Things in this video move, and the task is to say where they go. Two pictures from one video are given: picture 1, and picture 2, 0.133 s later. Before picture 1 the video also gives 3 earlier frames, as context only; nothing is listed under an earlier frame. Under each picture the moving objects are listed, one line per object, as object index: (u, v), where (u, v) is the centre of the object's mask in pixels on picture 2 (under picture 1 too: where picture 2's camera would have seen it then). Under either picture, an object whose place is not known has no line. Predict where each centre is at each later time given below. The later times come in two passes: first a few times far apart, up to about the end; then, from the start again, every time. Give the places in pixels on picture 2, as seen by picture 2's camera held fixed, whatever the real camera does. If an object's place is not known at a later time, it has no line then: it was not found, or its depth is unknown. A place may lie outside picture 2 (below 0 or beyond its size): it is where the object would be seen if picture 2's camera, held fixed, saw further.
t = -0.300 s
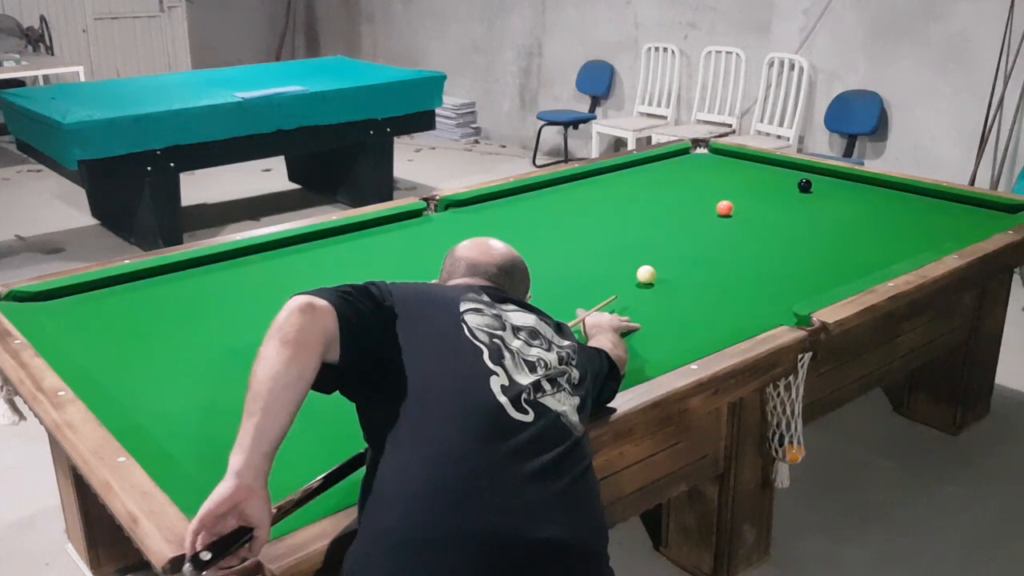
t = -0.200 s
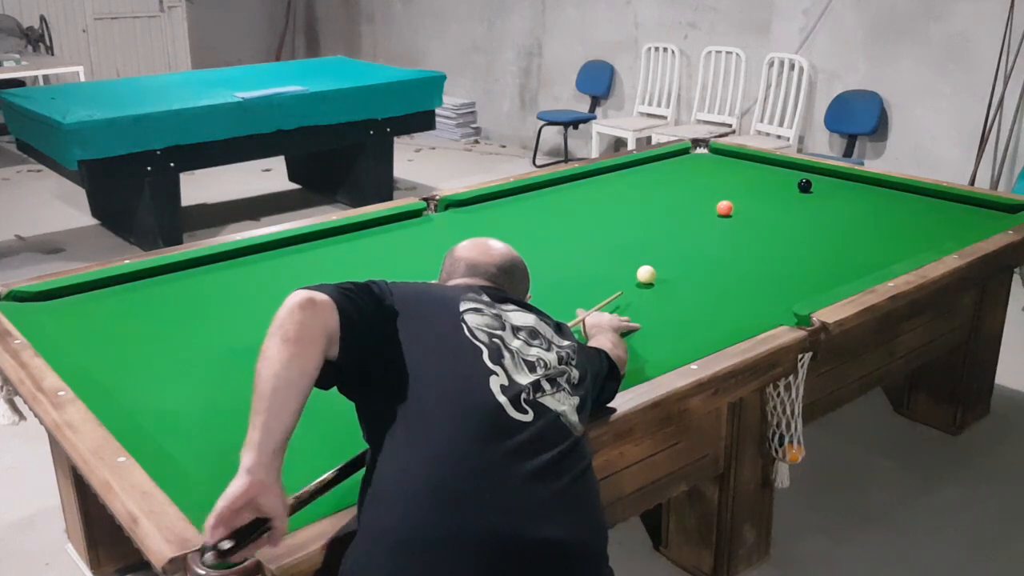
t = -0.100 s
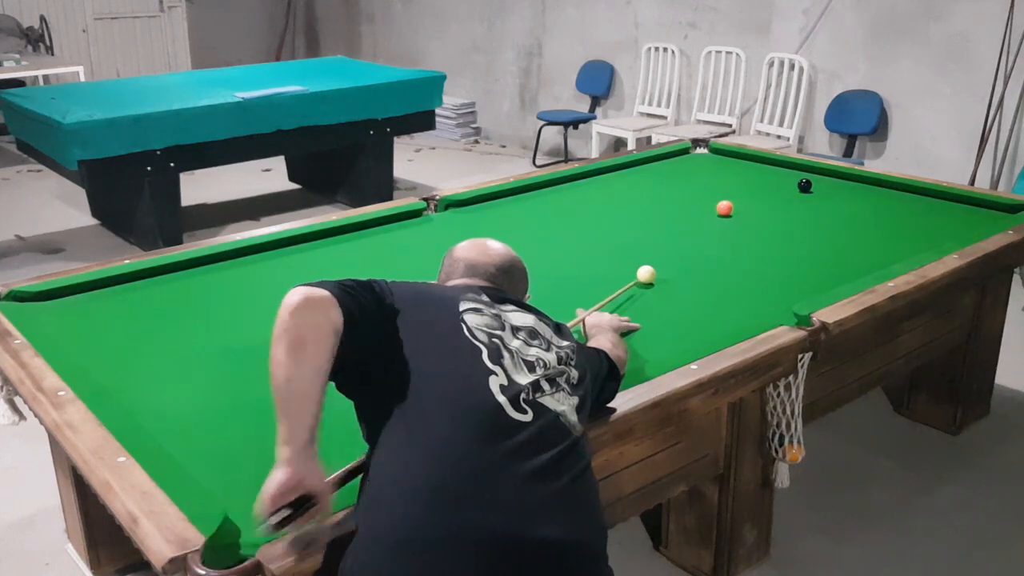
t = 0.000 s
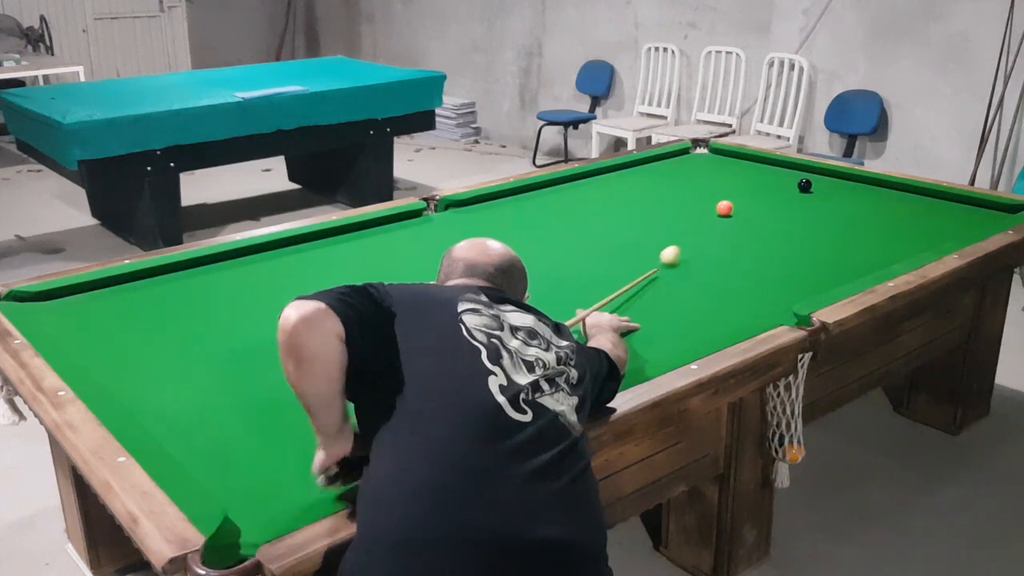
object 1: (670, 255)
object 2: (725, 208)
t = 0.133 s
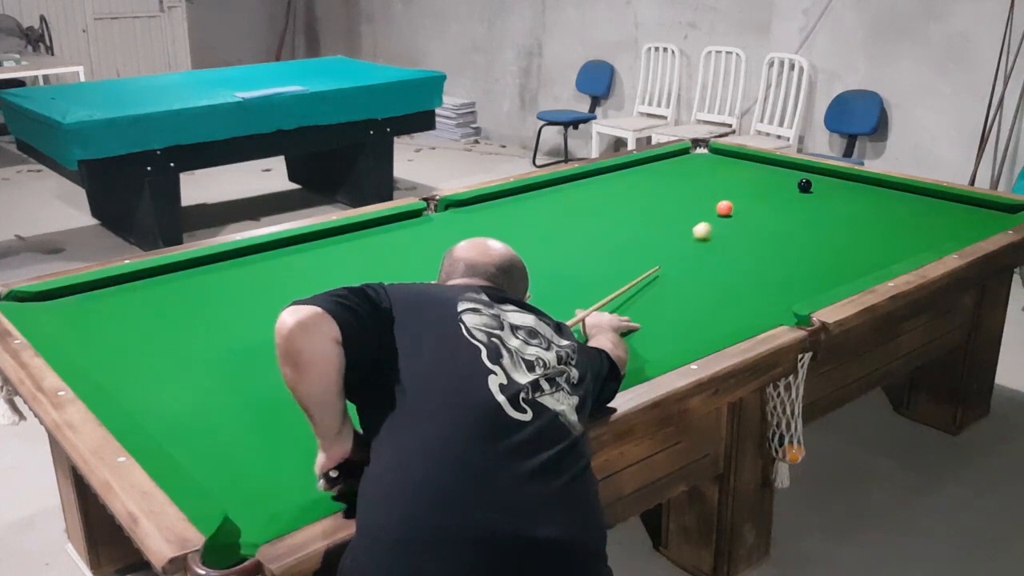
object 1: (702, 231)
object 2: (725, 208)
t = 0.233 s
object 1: (721, 216)
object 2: (726, 205)
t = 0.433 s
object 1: (764, 209)
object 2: (717, 191)
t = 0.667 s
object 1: (811, 201)
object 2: (710, 174)
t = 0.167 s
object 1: (708, 226)
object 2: (725, 208)
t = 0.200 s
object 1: (715, 221)
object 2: (725, 208)
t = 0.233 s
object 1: (721, 216)
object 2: (726, 205)
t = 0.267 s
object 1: (728, 212)
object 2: (722, 203)
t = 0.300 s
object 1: (735, 212)
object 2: (722, 203)
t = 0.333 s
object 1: (743, 212)
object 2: (721, 199)
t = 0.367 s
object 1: (750, 211)
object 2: (720, 196)
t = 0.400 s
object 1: (757, 210)
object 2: (718, 193)
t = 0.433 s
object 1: (764, 209)
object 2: (717, 191)
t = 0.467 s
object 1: (771, 207)
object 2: (716, 188)
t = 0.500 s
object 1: (778, 206)
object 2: (715, 185)
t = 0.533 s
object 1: (784, 205)
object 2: (714, 183)
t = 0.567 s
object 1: (791, 204)
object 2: (713, 181)
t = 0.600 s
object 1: (798, 203)
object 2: (712, 178)
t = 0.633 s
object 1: (804, 202)
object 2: (711, 176)
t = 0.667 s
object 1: (811, 201)
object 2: (710, 174)
